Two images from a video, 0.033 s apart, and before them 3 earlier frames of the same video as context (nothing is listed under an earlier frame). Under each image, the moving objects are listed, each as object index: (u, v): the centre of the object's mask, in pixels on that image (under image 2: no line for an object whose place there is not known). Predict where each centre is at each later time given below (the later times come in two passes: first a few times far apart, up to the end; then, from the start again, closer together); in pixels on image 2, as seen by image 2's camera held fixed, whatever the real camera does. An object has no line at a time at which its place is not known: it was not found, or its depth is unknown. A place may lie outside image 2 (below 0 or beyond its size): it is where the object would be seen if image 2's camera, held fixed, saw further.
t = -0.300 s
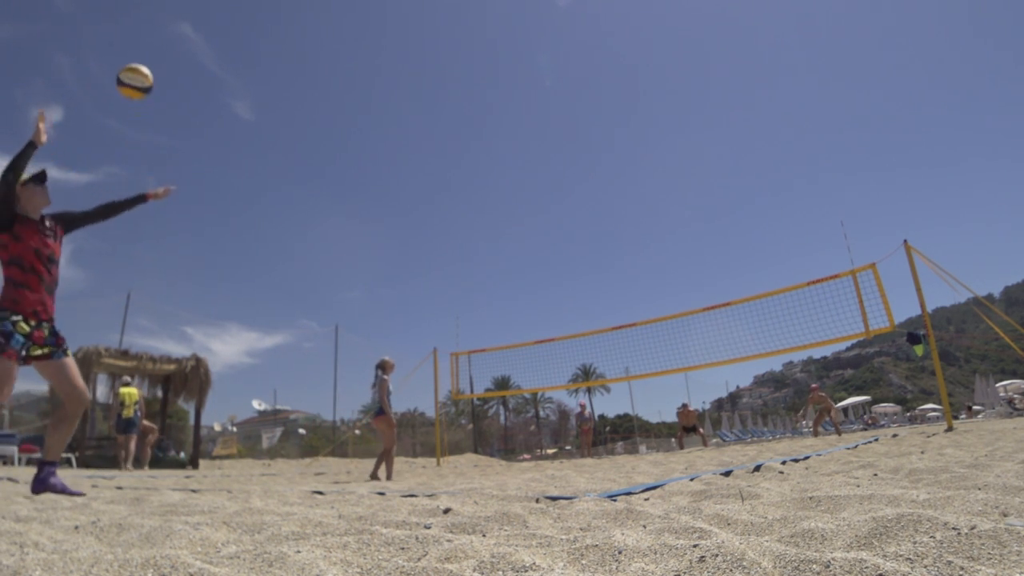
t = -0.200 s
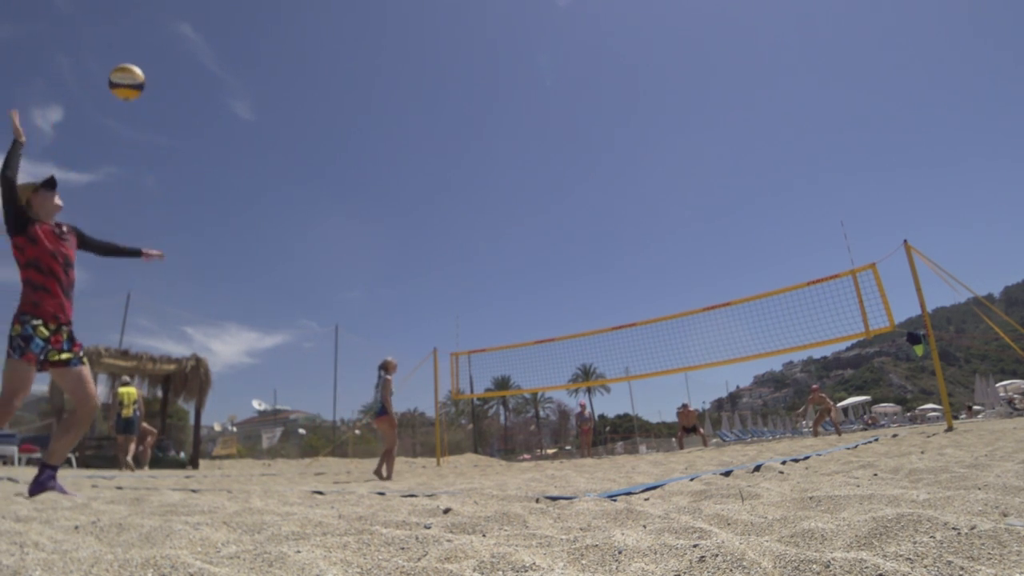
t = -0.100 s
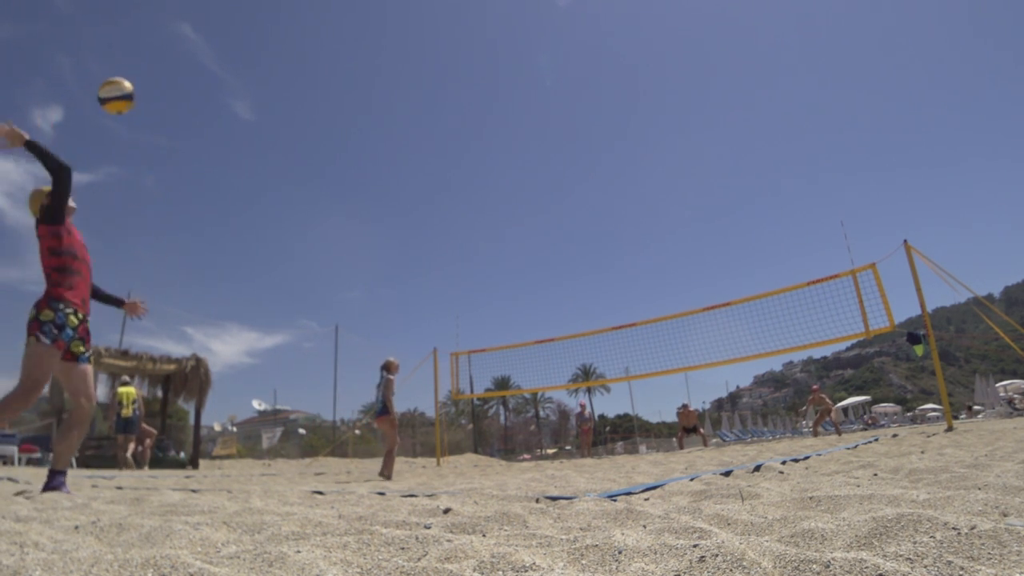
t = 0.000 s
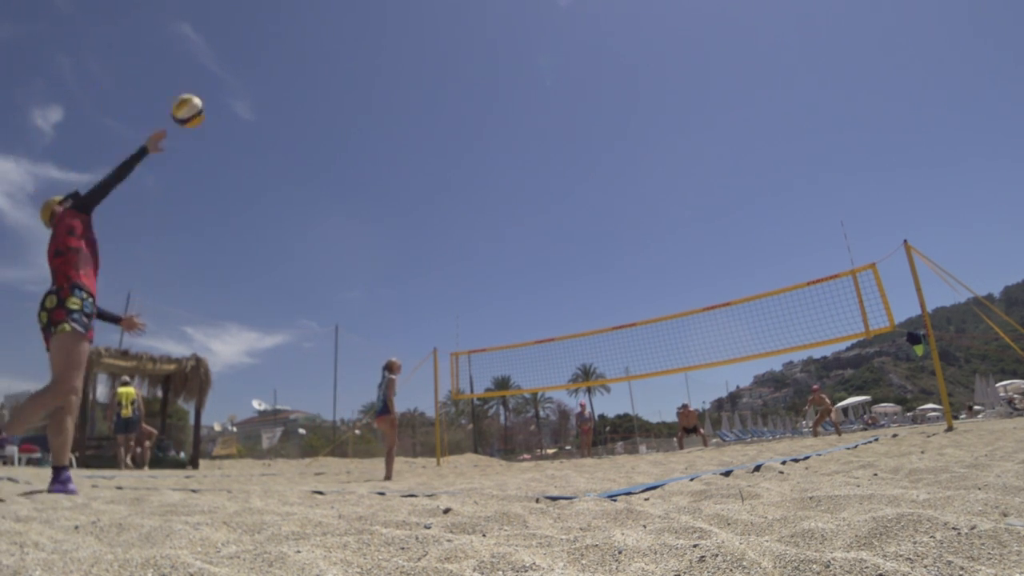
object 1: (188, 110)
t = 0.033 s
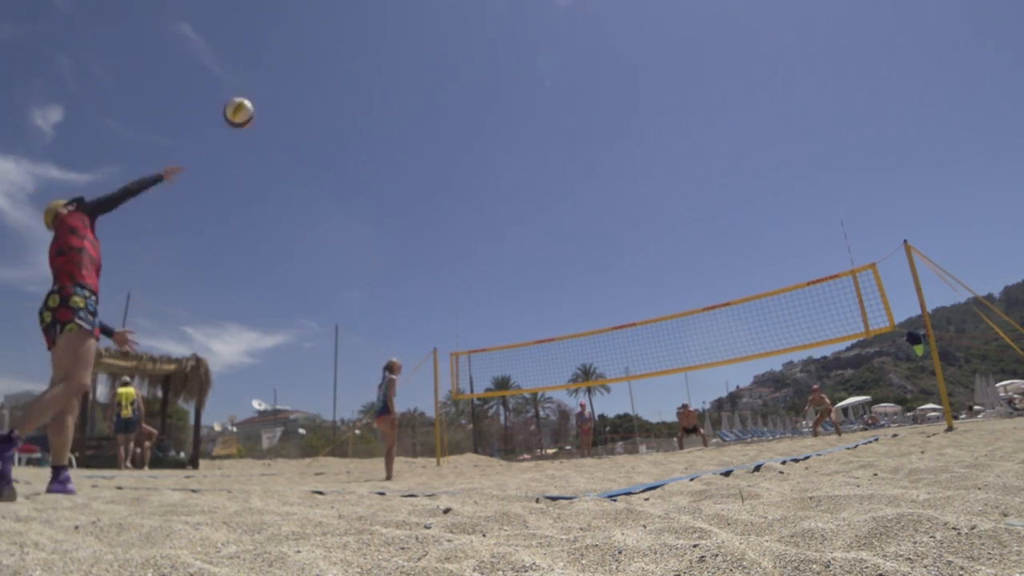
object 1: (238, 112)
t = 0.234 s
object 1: (435, 144)
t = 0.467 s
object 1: (550, 196)
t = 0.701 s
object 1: (620, 254)
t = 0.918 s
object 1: (666, 312)
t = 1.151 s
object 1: (707, 384)
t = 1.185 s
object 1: (712, 394)
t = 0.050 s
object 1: (261, 114)
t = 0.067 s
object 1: (283, 116)
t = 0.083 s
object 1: (303, 118)
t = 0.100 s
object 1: (321, 121)
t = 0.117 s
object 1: (338, 123)
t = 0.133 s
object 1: (355, 127)
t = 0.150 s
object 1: (370, 129)
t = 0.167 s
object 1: (385, 132)
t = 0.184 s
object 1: (398, 135)
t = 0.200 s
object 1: (411, 138)
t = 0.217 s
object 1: (423, 141)
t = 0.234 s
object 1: (435, 144)
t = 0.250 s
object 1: (446, 148)
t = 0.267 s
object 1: (457, 151)
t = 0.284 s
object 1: (466, 154)
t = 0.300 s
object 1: (476, 158)
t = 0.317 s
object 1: (485, 162)
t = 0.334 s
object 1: (493, 166)
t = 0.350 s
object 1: (502, 169)
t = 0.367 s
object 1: (509, 173)
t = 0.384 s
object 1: (516, 177)
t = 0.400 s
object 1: (524, 180)
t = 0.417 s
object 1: (531, 184)
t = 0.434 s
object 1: (537, 188)
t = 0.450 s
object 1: (544, 192)
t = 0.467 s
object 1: (550, 196)
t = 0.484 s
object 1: (556, 199)
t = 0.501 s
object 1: (562, 204)
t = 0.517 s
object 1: (567, 207)
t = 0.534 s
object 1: (573, 211)
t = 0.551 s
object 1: (578, 215)
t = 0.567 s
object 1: (583, 220)
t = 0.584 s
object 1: (588, 224)
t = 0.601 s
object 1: (593, 228)
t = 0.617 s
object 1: (598, 232)
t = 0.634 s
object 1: (603, 237)
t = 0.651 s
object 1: (607, 241)
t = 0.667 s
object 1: (612, 245)
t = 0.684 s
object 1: (615, 250)
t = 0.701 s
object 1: (620, 254)
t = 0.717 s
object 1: (623, 258)
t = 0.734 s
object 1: (628, 263)
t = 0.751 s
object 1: (632, 267)
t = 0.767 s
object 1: (635, 272)
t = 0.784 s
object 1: (639, 276)
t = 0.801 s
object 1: (643, 281)
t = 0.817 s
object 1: (646, 286)
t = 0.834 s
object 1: (650, 290)
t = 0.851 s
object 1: (654, 295)
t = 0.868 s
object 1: (657, 300)
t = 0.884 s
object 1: (661, 304)
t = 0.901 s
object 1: (664, 309)
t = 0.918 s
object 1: (666, 312)
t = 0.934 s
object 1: (671, 319)
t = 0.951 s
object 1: (673, 324)
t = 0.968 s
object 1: (676, 328)
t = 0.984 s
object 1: (679, 333)
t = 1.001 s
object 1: (682, 338)
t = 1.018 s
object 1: (684, 343)
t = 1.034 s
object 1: (687, 348)
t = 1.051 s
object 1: (690, 353)
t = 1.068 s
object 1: (693, 358)
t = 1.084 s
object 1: (696, 362)
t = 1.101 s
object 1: (699, 369)
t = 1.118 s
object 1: (702, 373)
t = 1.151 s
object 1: (707, 384)
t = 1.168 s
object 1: (710, 389)
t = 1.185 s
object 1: (712, 394)
